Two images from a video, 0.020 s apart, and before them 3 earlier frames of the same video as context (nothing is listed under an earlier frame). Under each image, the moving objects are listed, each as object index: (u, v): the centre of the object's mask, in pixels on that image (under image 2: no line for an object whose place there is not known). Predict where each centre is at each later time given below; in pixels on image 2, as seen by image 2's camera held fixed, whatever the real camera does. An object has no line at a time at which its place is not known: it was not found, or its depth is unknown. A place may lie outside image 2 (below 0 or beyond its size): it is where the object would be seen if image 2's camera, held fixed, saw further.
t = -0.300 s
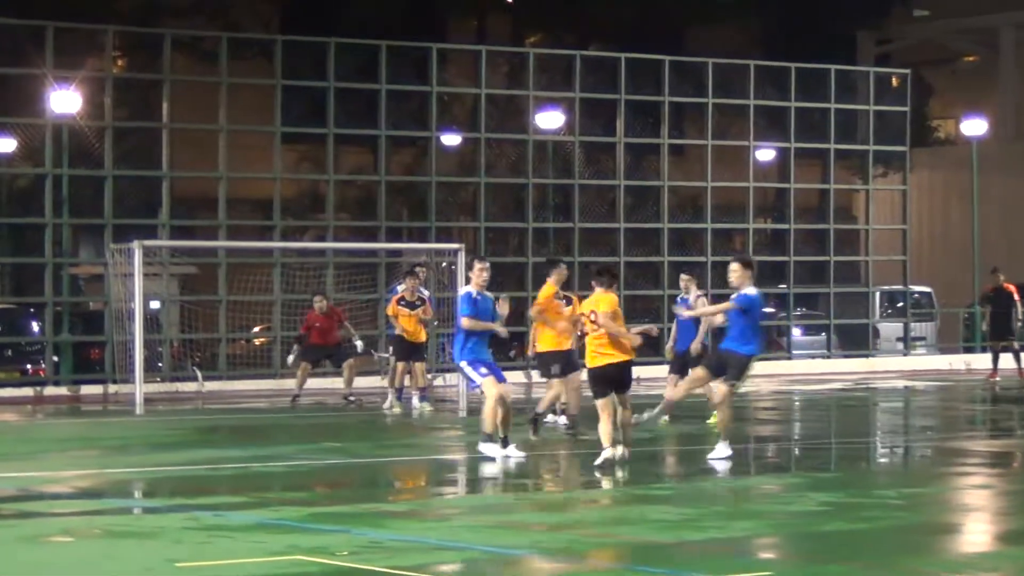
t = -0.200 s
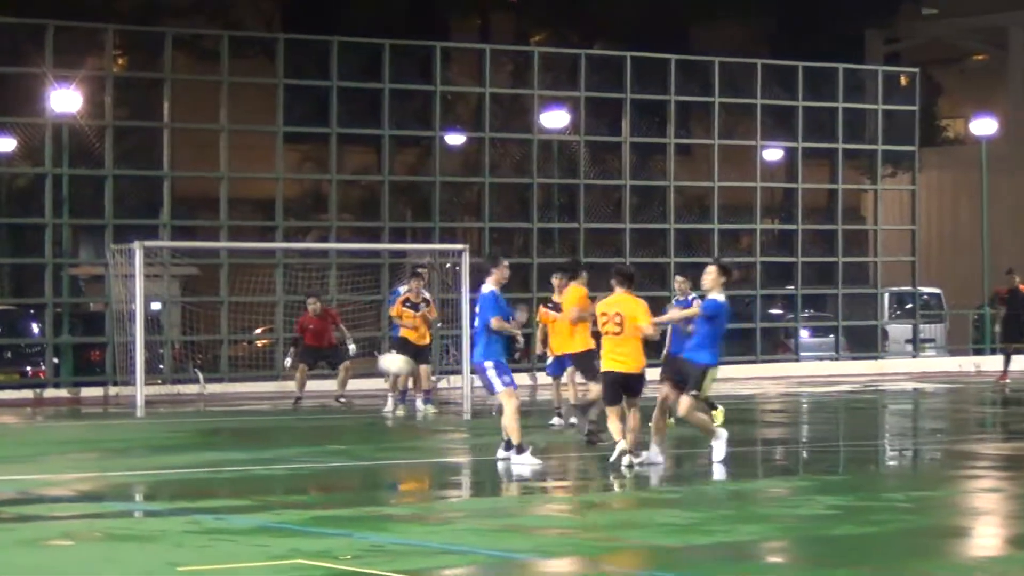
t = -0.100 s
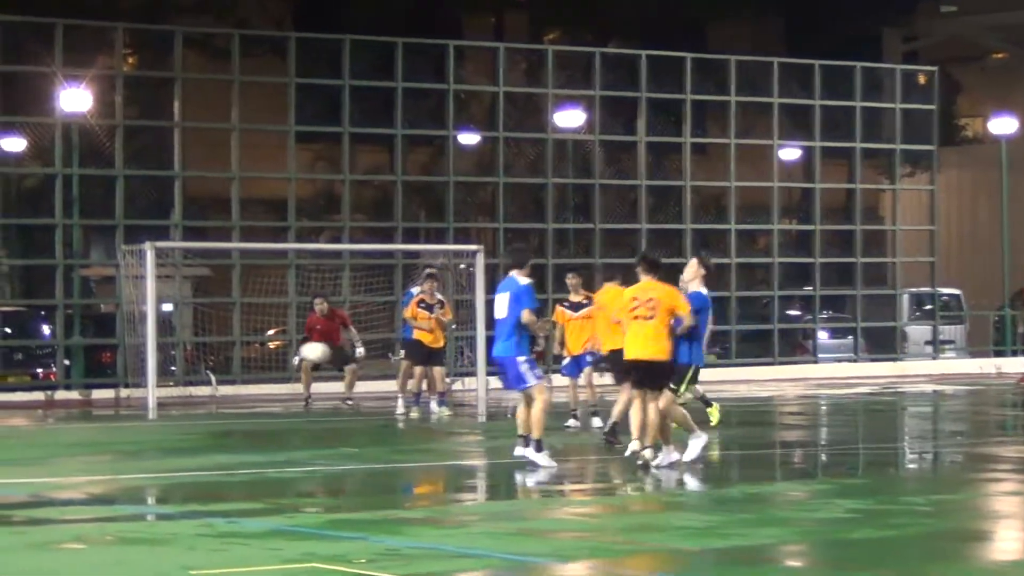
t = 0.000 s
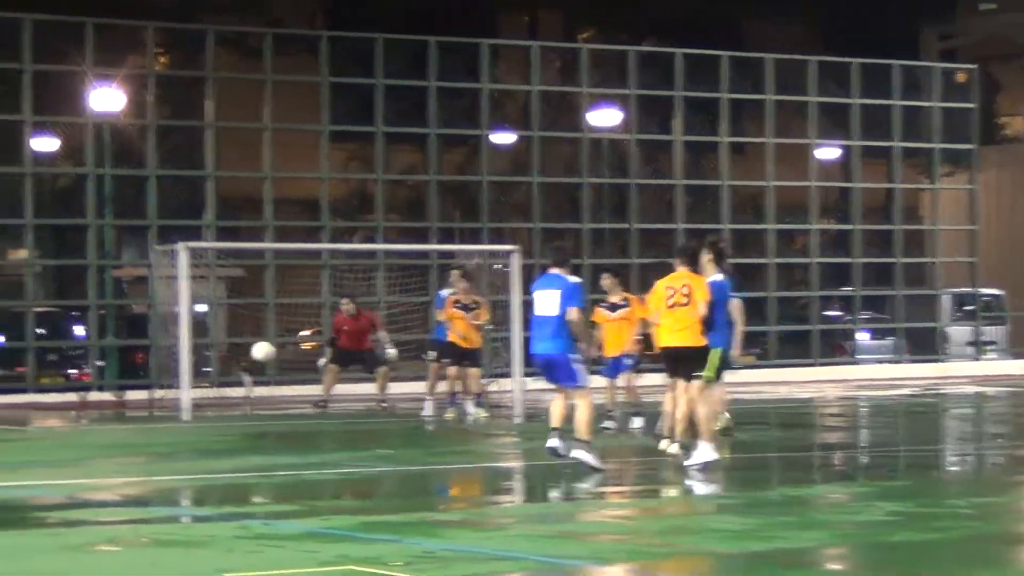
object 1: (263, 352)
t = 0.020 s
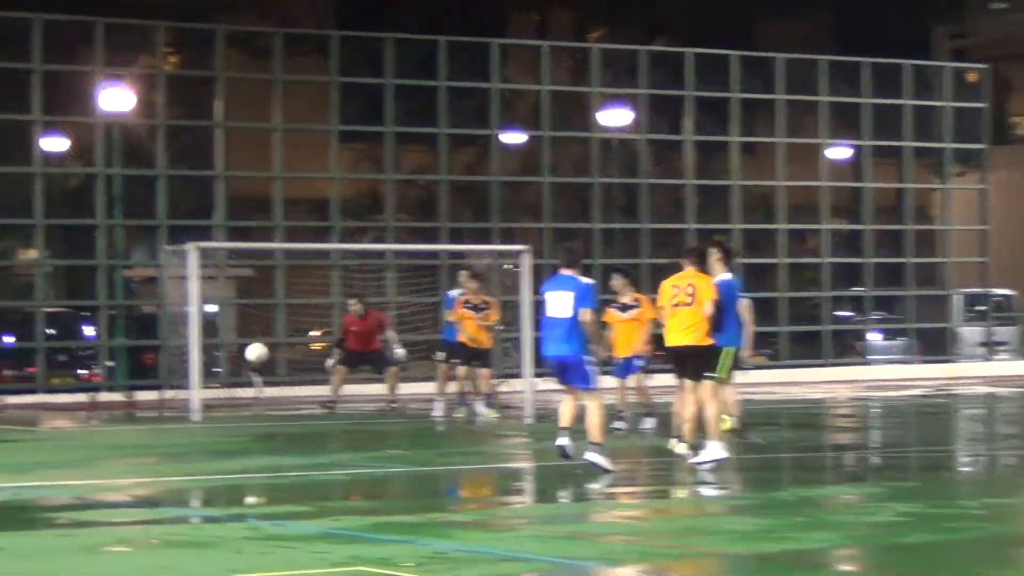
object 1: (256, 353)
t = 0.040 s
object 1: (240, 354)
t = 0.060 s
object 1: (224, 356)
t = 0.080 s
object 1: (209, 357)
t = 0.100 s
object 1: (193, 360)
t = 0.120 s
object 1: (177, 364)
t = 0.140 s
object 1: (162, 368)
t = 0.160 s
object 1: (147, 372)
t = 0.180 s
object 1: (133, 377)
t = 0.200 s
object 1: (118, 381)
